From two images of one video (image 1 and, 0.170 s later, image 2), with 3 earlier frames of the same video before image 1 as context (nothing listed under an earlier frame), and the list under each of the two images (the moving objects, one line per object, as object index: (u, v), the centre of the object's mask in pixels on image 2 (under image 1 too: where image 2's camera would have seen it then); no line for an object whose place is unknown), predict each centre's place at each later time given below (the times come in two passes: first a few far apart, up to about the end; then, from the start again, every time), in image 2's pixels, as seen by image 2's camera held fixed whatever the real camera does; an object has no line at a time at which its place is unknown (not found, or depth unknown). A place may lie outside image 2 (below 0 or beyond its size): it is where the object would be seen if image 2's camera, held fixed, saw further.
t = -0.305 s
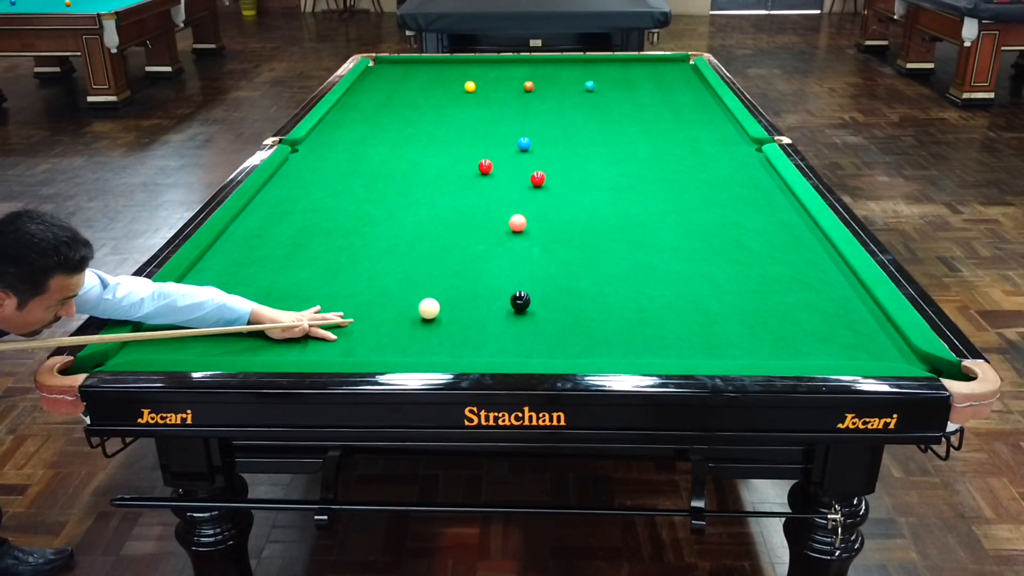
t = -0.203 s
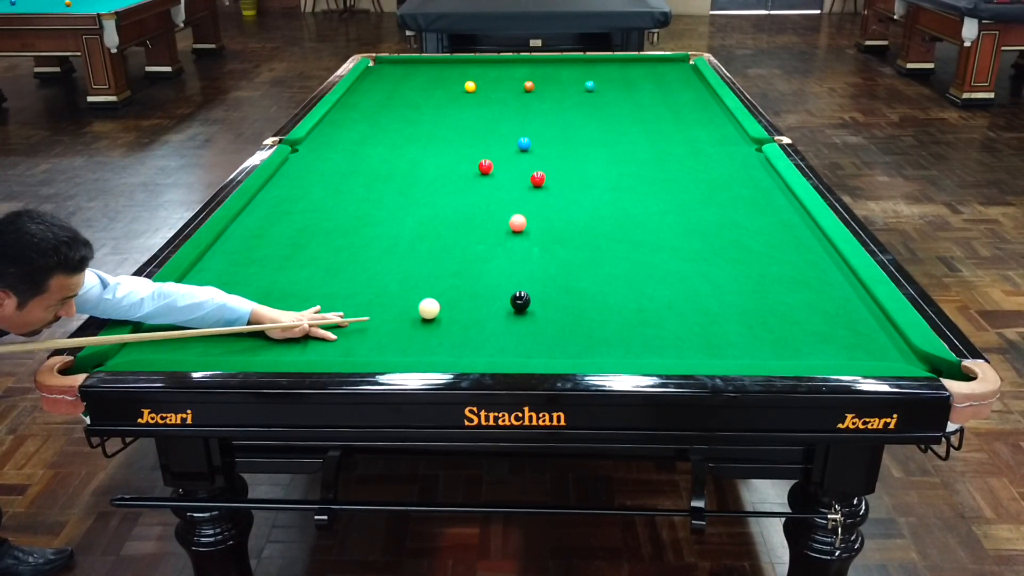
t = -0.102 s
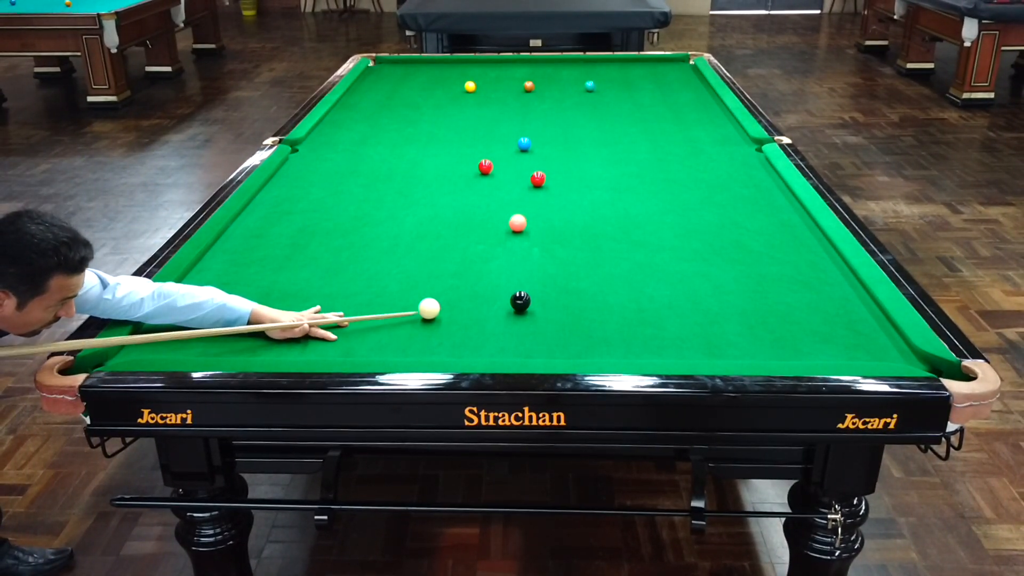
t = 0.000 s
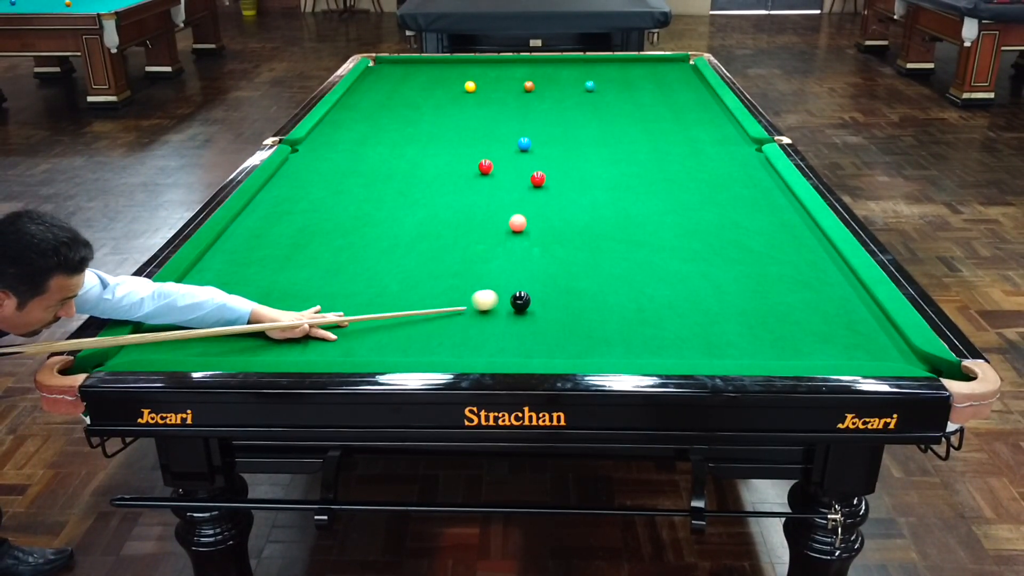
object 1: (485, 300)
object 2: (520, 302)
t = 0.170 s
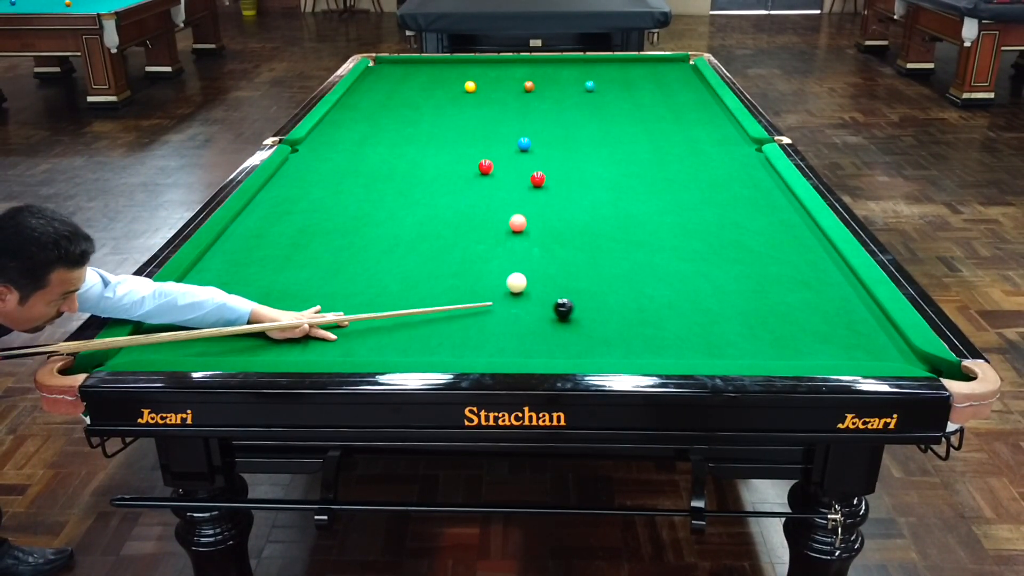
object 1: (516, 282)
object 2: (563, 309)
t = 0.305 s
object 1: (522, 273)
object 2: (600, 315)
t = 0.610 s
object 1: (533, 254)
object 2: (686, 330)
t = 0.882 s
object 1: (542, 239)
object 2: (764, 343)
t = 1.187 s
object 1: (551, 225)
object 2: (852, 354)
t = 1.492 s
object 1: (559, 214)
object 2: (921, 360)
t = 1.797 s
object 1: (566, 203)
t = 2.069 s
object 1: (572, 195)
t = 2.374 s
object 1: (577, 188)
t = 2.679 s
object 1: (583, 181)
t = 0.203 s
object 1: (518, 280)
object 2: (572, 310)
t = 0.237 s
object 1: (520, 277)
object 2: (582, 312)
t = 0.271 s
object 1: (521, 275)
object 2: (591, 313)
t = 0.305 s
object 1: (522, 273)
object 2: (600, 315)
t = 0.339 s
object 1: (524, 270)
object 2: (610, 317)
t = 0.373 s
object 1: (525, 268)
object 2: (619, 318)
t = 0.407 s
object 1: (526, 266)
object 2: (629, 320)
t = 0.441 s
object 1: (527, 264)
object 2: (638, 322)
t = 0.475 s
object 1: (529, 262)
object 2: (648, 323)
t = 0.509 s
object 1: (530, 260)
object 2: (657, 325)
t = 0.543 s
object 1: (531, 258)
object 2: (667, 327)
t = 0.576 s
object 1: (532, 256)
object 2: (677, 328)
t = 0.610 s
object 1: (533, 254)
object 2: (686, 330)
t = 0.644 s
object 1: (535, 252)
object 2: (696, 331)
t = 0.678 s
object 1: (536, 250)
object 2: (705, 333)
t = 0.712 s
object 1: (537, 248)
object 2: (715, 335)
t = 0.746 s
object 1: (538, 246)
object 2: (725, 336)
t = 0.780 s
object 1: (539, 244)
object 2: (734, 338)
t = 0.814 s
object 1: (540, 243)
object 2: (744, 339)
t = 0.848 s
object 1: (541, 241)
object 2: (754, 341)
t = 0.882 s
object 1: (542, 239)
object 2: (764, 343)
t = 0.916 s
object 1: (543, 238)
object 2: (773, 344)
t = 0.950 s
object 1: (544, 236)
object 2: (783, 346)
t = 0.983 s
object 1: (545, 234)
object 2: (793, 348)
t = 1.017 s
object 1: (546, 233)
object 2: (803, 349)
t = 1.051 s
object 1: (547, 231)
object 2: (813, 350)
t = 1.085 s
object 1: (548, 230)
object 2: (822, 351)
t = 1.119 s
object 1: (549, 228)
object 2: (832, 352)
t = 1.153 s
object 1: (550, 227)
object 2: (842, 353)
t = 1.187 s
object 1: (551, 225)
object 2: (852, 354)
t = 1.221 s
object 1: (552, 224)
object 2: (862, 355)
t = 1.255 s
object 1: (553, 223)
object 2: (871, 356)
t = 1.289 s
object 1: (554, 221)
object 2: (881, 357)
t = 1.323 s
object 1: (554, 220)
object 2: (889, 357)
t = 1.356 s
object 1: (555, 219)
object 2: (897, 357)
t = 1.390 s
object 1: (556, 217)
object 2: (905, 358)
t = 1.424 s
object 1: (557, 216)
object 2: (912, 358)
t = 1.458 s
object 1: (558, 215)
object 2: (920, 360)
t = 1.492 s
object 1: (559, 214)
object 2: (921, 360)
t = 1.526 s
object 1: (560, 212)
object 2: (920, 362)
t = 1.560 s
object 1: (561, 211)
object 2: (922, 364)
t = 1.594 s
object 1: (562, 210)
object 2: (925, 367)
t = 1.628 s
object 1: (562, 209)
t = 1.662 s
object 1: (563, 207)
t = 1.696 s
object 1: (564, 206)
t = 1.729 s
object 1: (565, 205)
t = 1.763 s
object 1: (565, 204)
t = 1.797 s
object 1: (566, 203)
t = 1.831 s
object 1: (567, 202)
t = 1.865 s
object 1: (568, 201)
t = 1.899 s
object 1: (568, 200)
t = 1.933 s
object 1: (569, 199)
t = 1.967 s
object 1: (570, 198)
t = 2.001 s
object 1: (570, 197)
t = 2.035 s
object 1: (571, 196)
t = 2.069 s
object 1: (572, 195)
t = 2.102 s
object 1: (572, 194)
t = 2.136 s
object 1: (573, 193)
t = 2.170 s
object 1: (574, 193)
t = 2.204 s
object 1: (574, 192)
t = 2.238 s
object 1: (575, 191)
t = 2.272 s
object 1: (576, 190)
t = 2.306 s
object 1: (576, 189)
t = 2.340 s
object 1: (577, 188)
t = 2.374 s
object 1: (577, 188)
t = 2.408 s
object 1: (578, 187)
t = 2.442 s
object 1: (579, 186)
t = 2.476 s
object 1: (579, 185)
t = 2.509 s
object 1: (580, 185)
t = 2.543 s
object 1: (581, 184)
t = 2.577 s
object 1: (581, 183)
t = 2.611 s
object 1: (582, 182)
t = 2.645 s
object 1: (582, 182)
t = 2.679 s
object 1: (583, 181)
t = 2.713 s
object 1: (583, 180)
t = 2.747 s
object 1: (584, 180)
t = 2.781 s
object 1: (584, 179)
